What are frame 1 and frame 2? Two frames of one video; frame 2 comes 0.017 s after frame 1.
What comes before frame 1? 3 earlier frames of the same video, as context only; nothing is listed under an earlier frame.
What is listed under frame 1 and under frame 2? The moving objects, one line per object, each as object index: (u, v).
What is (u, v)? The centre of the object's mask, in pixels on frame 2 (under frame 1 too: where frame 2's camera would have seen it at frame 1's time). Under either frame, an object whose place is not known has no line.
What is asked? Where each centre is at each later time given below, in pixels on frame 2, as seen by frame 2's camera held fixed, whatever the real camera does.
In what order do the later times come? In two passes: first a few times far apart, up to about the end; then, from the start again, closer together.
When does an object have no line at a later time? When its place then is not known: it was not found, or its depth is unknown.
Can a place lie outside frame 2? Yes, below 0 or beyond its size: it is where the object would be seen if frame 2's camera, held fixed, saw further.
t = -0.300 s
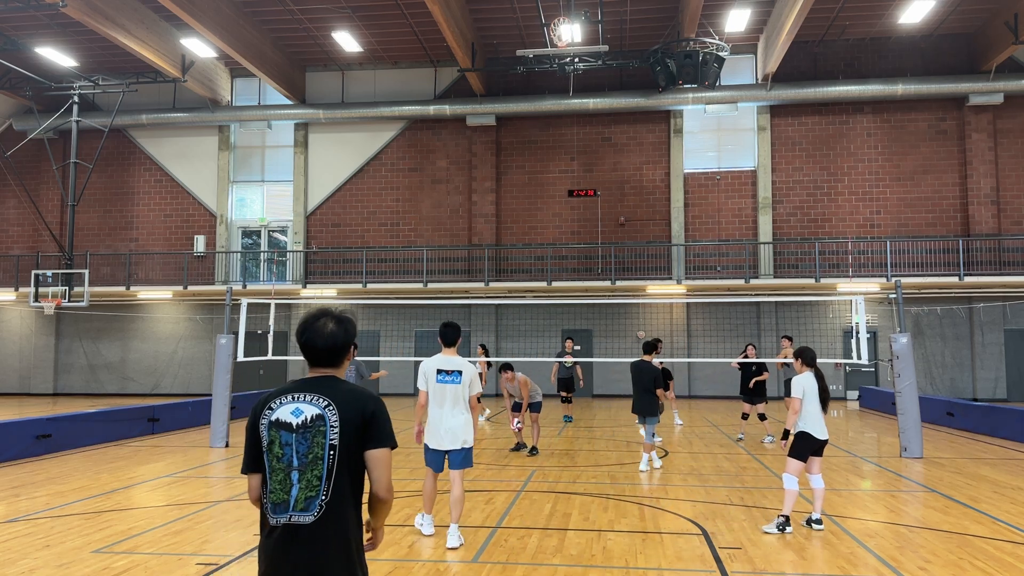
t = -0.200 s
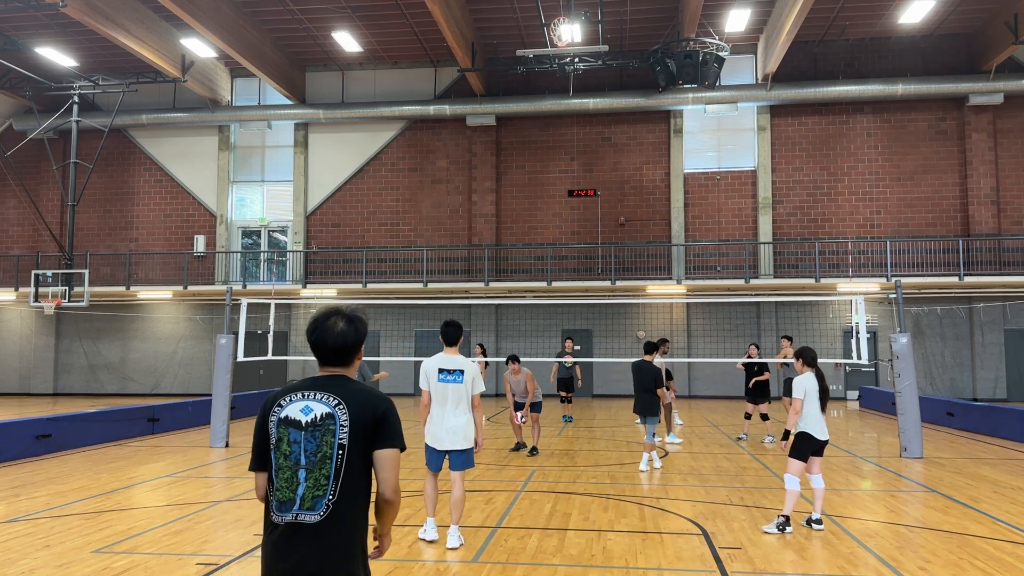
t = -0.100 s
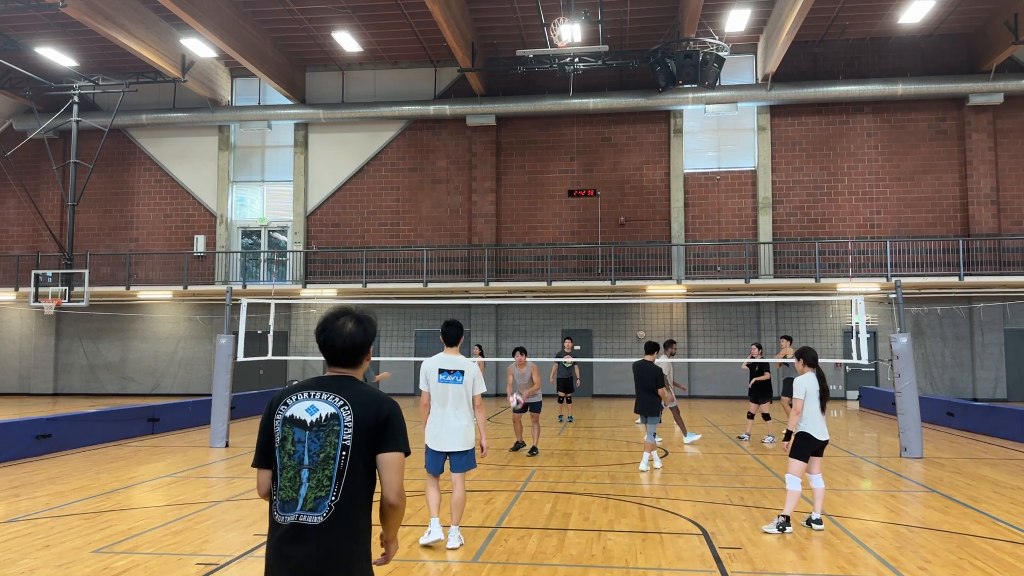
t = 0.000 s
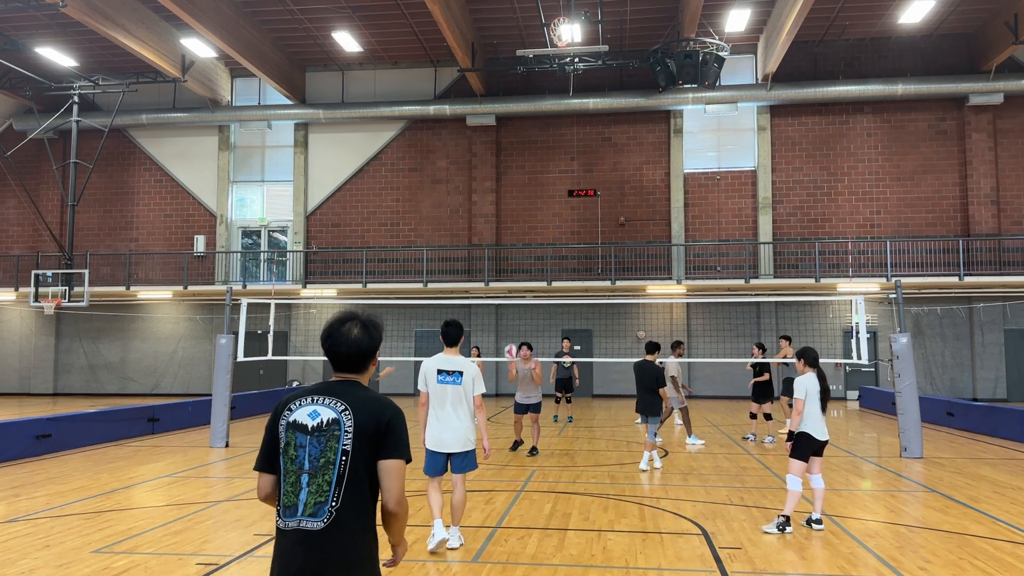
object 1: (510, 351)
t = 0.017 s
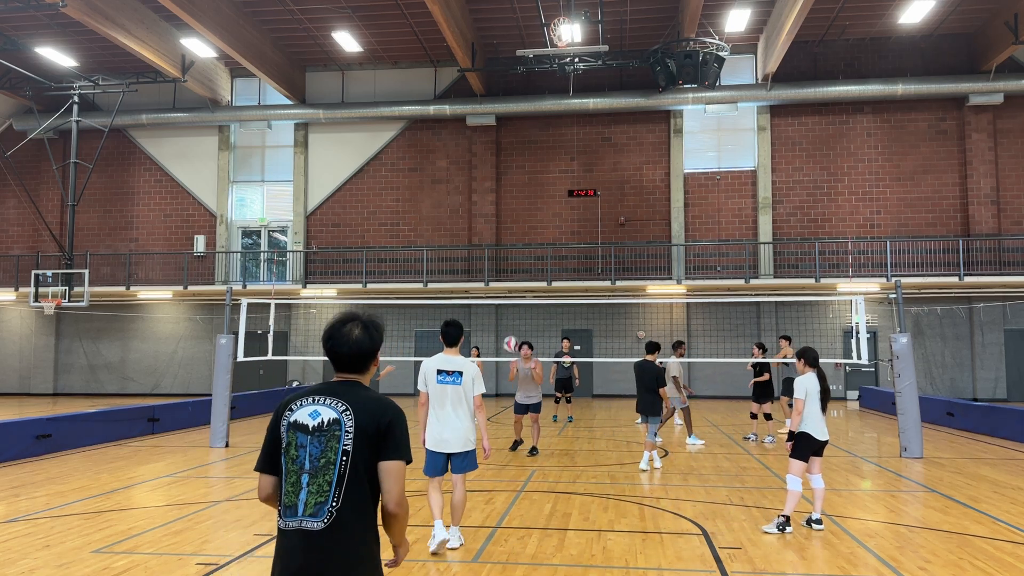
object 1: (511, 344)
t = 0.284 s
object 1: (494, 233)
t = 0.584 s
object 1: (462, 148)
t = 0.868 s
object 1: (414, 134)
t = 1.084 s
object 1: (353, 204)
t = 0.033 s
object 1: (510, 337)
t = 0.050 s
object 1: (510, 329)
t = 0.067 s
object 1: (508, 321)
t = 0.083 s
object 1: (508, 314)
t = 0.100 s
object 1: (506, 308)
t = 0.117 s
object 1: (505, 300)
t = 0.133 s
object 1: (504, 293)
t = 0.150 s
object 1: (503, 286)
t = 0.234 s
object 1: (498, 252)
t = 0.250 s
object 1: (496, 245)
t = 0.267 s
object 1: (495, 239)
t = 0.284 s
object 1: (494, 233)
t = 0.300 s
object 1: (492, 227)
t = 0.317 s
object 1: (491, 221)
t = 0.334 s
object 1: (489, 216)
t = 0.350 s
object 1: (488, 210)
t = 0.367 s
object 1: (486, 205)
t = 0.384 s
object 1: (485, 199)
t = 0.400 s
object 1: (483, 194)
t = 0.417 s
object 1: (482, 189)
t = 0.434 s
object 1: (480, 184)
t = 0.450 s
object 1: (478, 179)
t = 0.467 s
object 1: (477, 175)
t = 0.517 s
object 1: (471, 162)
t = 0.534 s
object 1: (469, 159)
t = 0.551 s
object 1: (467, 155)
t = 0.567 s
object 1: (464, 151)
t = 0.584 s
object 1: (462, 148)
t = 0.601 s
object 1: (460, 145)
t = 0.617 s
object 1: (458, 142)
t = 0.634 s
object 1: (456, 140)
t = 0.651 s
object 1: (453, 138)
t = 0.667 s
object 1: (450, 135)
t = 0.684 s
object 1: (448, 134)
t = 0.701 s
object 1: (445, 132)
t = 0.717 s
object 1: (443, 131)
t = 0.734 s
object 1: (440, 130)
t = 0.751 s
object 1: (437, 129)
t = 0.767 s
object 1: (434, 129)
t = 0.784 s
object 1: (430, 129)
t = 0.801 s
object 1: (427, 129)
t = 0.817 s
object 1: (424, 130)
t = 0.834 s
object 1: (421, 131)
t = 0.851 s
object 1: (417, 133)
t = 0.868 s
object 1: (414, 134)
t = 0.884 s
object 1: (410, 137)
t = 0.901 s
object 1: (406, 139)
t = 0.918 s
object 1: (402, 143)
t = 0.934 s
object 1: (398, 146)
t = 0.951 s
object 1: (394, 150)
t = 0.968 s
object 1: (390, 155)
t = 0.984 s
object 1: (385, 160)
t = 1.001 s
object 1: (380, 166)
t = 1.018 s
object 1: (375, 172)
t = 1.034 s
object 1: (369, 179)
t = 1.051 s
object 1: (364, 187)
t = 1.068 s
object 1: (358, 195)
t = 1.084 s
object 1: (353, 204)
